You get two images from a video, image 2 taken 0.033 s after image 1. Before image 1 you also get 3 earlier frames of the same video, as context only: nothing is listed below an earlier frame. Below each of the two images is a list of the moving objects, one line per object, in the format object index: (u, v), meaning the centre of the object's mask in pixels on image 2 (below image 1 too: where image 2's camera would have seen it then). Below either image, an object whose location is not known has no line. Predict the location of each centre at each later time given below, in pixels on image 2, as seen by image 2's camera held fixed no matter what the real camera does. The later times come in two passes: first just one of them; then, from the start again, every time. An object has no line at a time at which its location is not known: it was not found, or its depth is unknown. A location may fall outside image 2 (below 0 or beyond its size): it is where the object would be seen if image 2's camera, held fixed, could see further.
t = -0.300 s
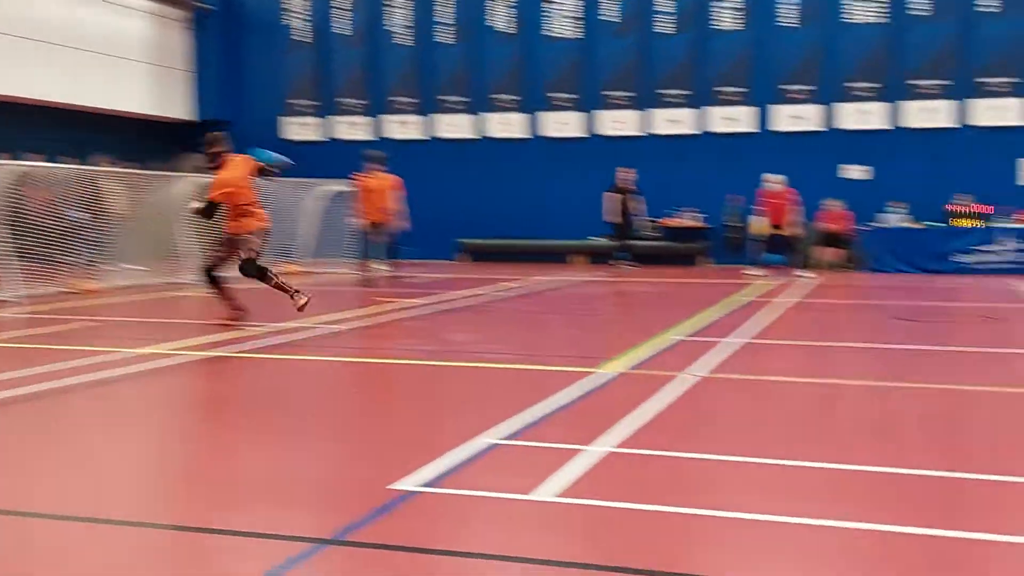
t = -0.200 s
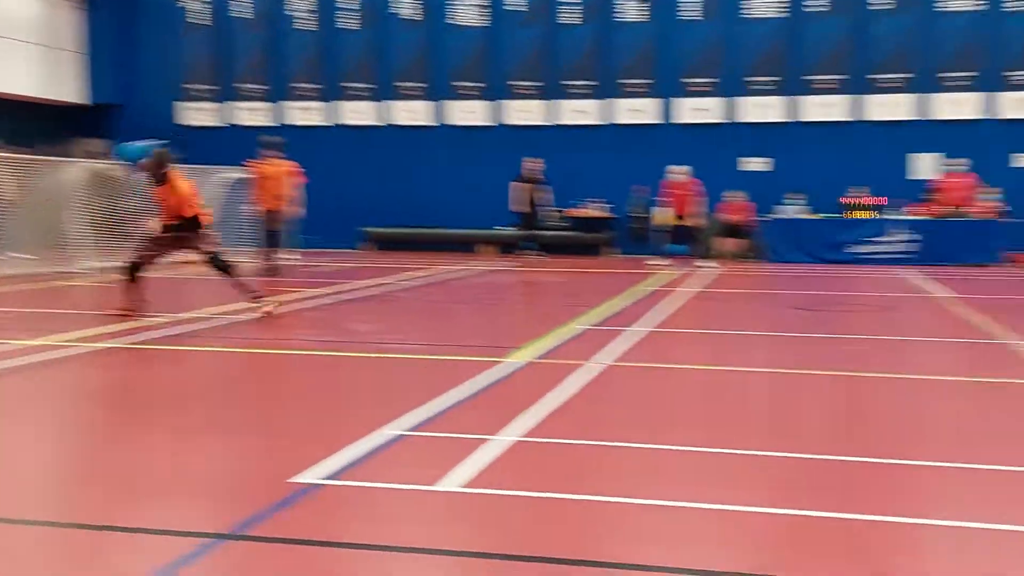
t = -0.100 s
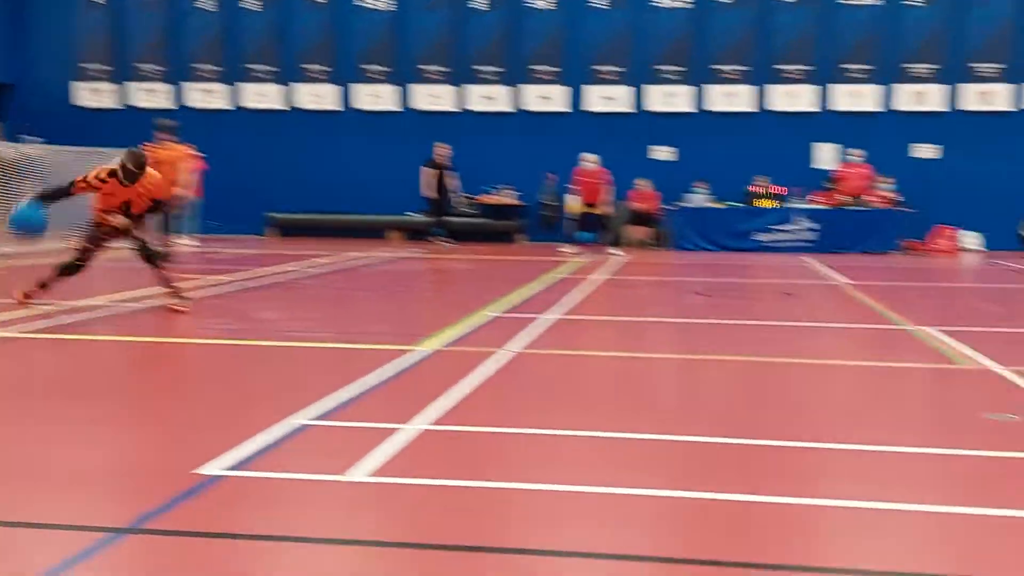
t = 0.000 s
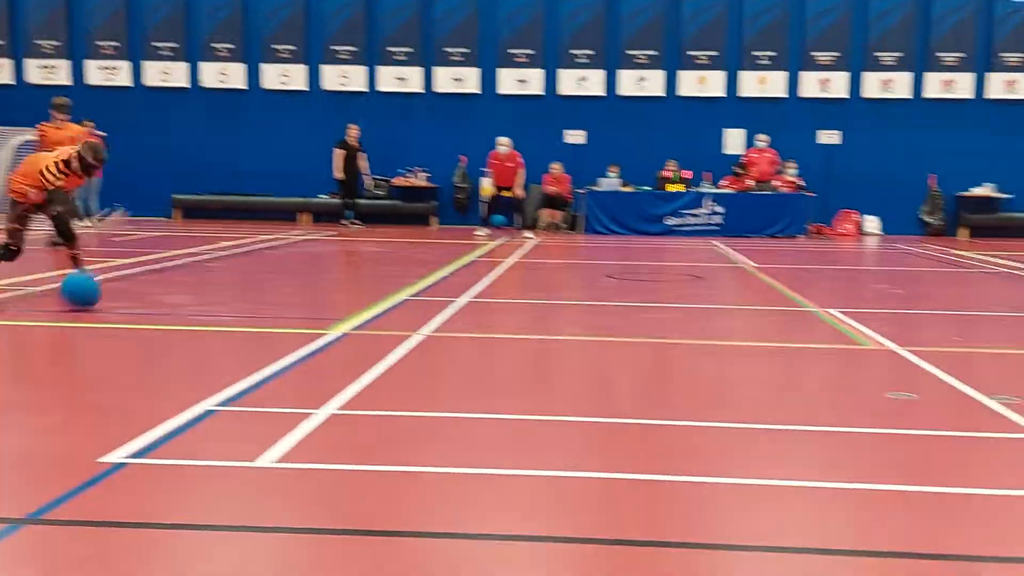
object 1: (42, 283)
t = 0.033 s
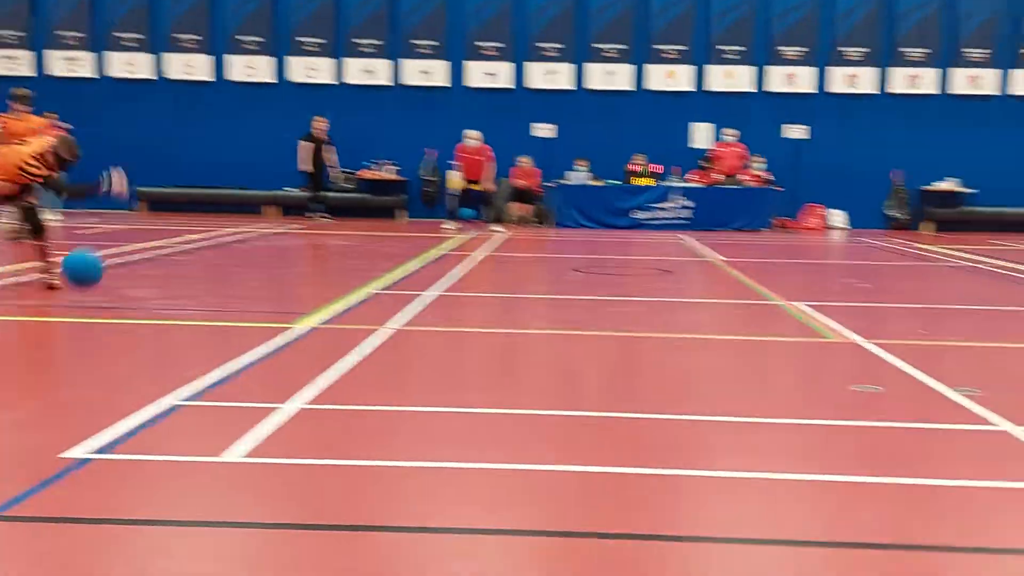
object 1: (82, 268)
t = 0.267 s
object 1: (369, 205)
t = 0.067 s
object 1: (123, 254)
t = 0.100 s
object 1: (164, 242)
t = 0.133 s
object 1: (206, 231)
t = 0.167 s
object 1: (244, 222)
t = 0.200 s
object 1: (284, 213)
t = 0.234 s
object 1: (327, 208)
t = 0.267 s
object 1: (369, 205)
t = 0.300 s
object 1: (414, 204)
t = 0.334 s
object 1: (460, 206)
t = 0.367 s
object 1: (507, 210)
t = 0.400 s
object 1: (554, 215)
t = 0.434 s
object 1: (600, 221)
